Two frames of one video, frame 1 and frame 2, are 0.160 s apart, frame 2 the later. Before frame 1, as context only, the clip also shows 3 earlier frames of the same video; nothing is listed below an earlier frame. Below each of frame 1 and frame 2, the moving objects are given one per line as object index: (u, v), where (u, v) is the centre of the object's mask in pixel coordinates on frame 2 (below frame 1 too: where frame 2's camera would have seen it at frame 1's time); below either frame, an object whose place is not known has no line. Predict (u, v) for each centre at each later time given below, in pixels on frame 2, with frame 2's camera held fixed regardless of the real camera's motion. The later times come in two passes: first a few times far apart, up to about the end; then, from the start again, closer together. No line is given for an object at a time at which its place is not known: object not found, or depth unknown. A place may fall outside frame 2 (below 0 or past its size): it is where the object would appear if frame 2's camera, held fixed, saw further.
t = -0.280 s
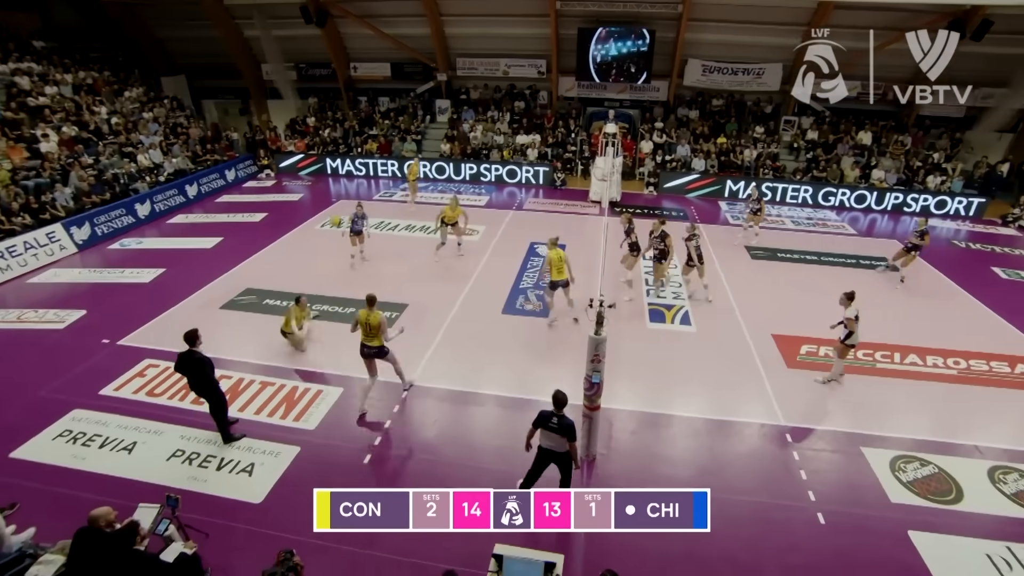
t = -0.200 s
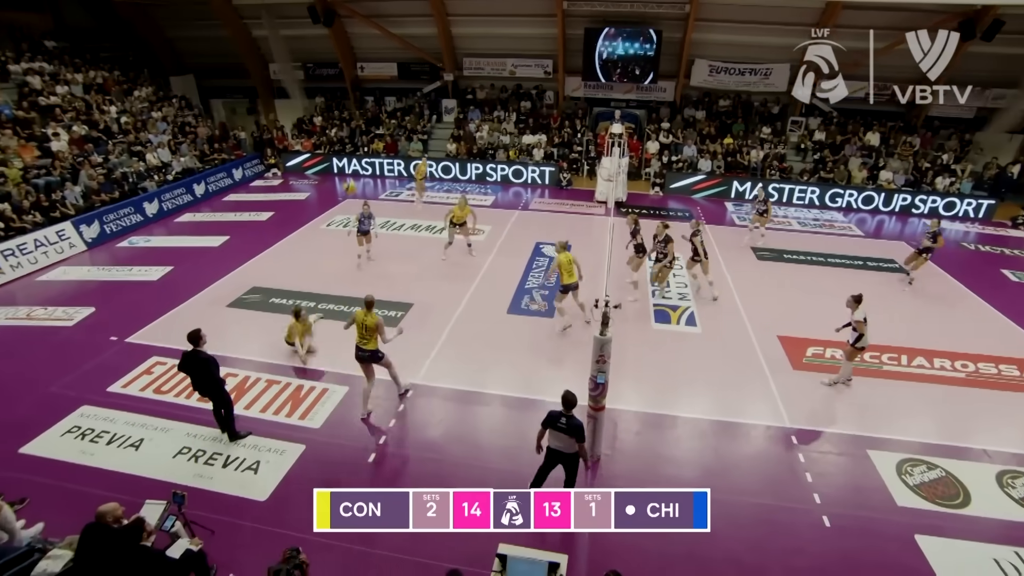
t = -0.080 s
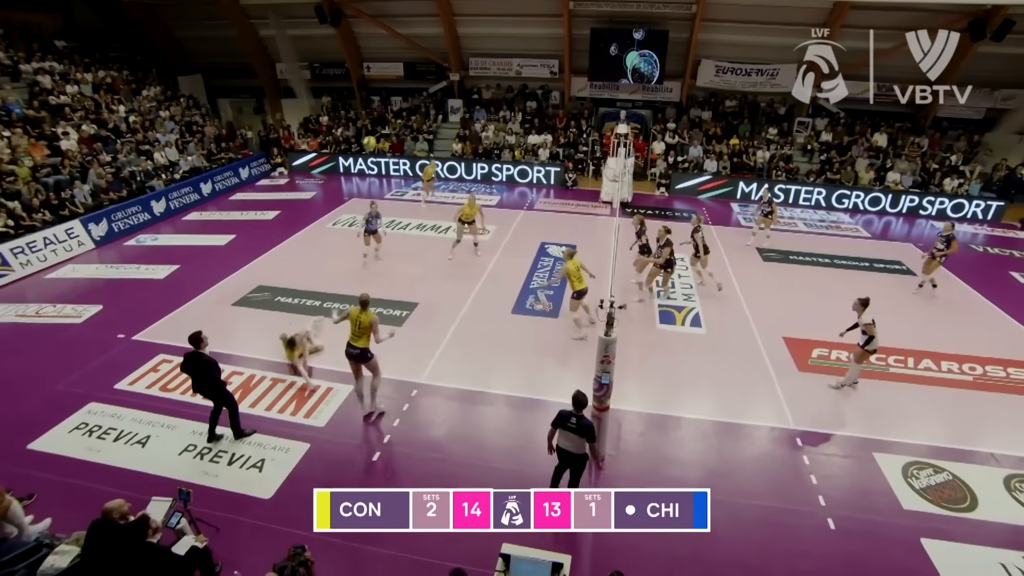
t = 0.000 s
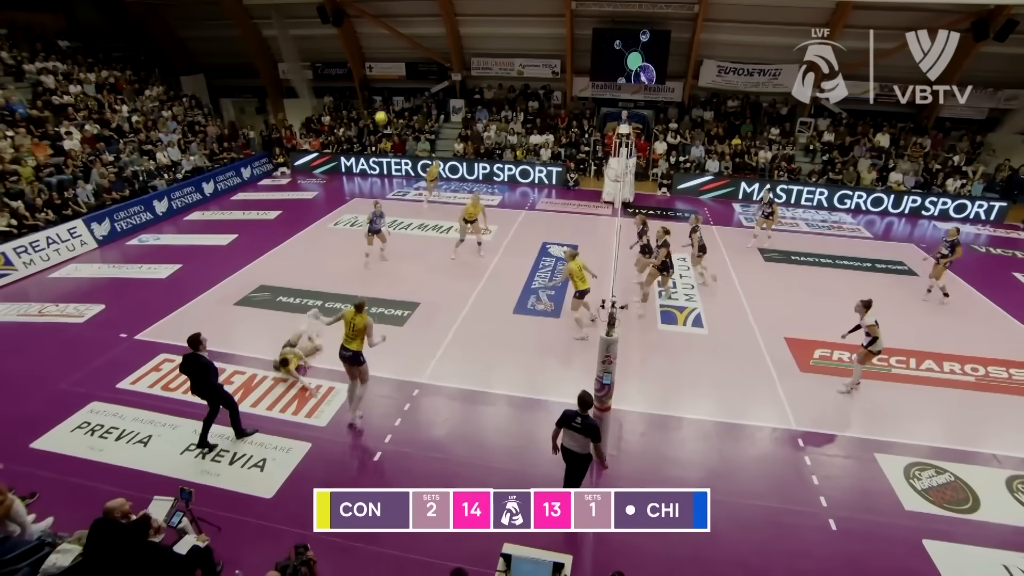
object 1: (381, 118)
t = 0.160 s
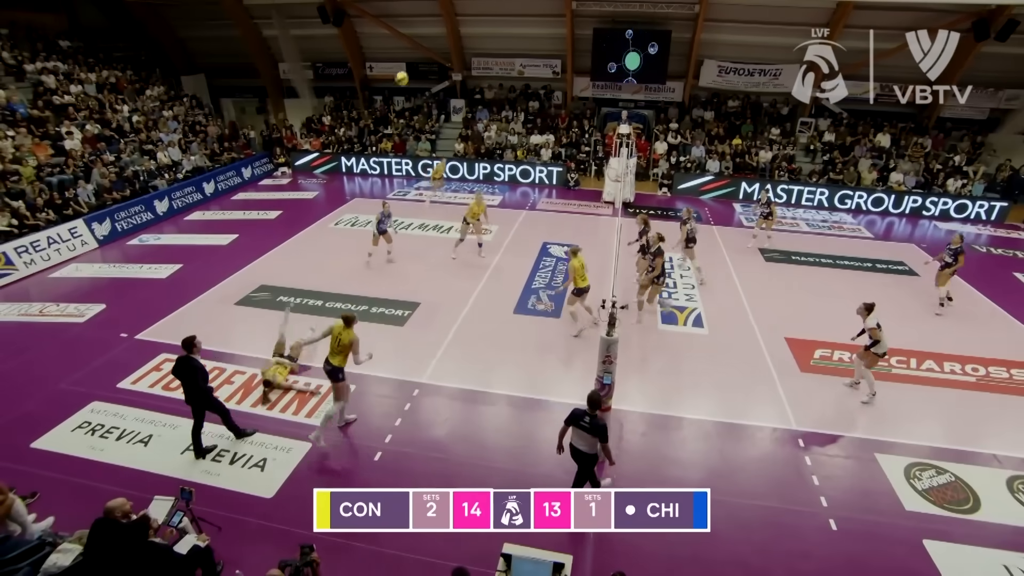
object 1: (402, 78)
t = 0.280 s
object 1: (417, 59)
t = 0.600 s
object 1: (460, 53)
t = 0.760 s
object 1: (480, 72)
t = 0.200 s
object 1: (407, 71)
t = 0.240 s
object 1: (412, 65)
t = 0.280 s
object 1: (417, 59)
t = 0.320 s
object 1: (423, 55)
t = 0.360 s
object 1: (428, 52)
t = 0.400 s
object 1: (434, 50)
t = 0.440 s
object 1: (439, 48)
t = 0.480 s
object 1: (444, 48)
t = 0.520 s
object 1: (449, 49)
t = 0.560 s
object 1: (455, 50)
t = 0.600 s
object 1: (460, 53)
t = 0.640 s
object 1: (465, 57)
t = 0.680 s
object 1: (470, 61)
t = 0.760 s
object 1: (480, 72)
